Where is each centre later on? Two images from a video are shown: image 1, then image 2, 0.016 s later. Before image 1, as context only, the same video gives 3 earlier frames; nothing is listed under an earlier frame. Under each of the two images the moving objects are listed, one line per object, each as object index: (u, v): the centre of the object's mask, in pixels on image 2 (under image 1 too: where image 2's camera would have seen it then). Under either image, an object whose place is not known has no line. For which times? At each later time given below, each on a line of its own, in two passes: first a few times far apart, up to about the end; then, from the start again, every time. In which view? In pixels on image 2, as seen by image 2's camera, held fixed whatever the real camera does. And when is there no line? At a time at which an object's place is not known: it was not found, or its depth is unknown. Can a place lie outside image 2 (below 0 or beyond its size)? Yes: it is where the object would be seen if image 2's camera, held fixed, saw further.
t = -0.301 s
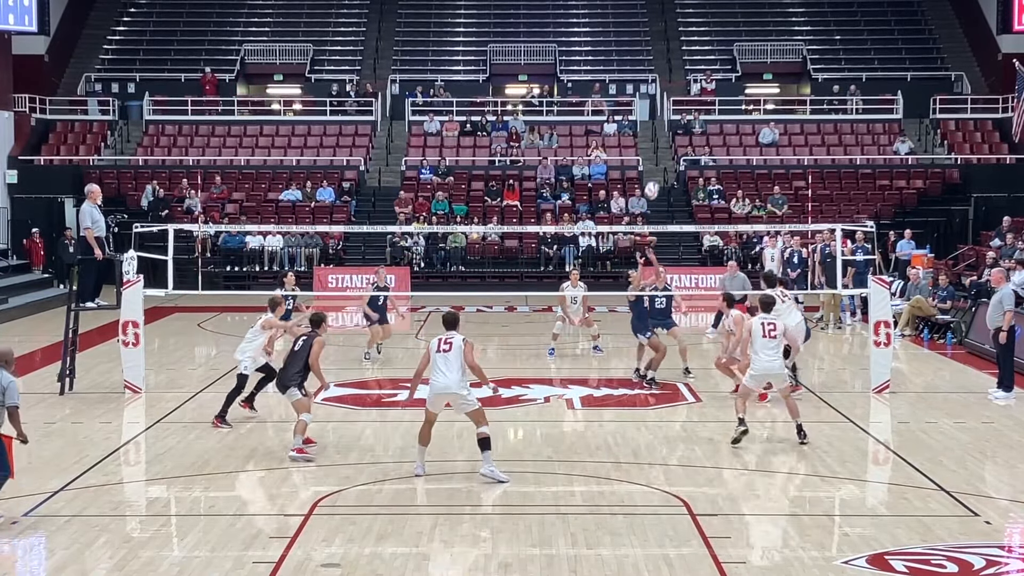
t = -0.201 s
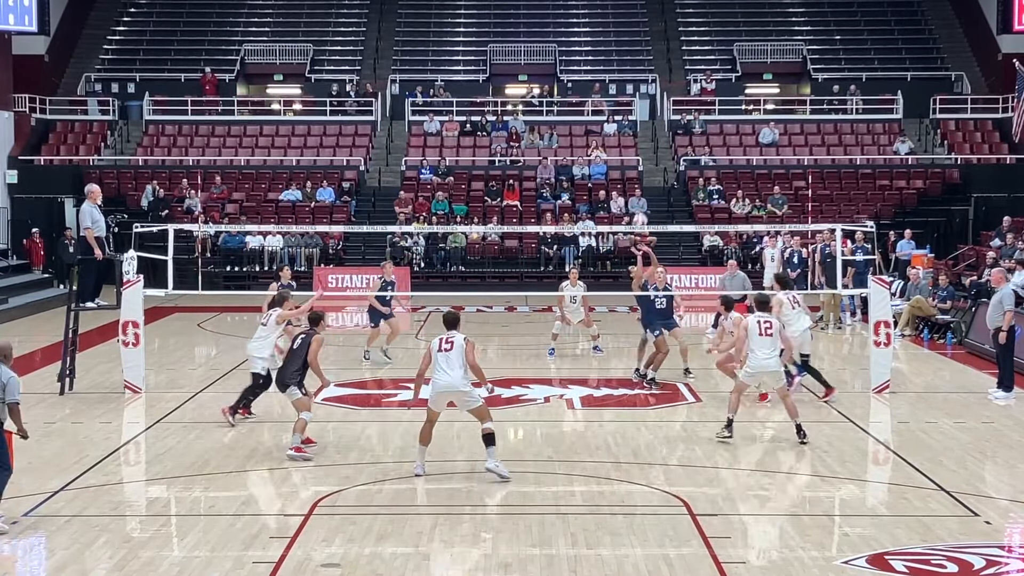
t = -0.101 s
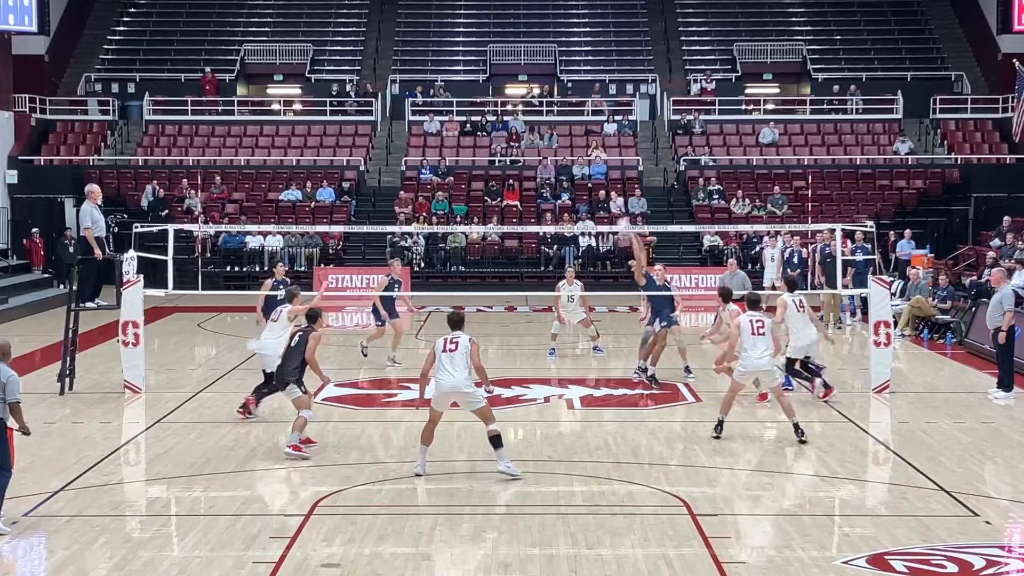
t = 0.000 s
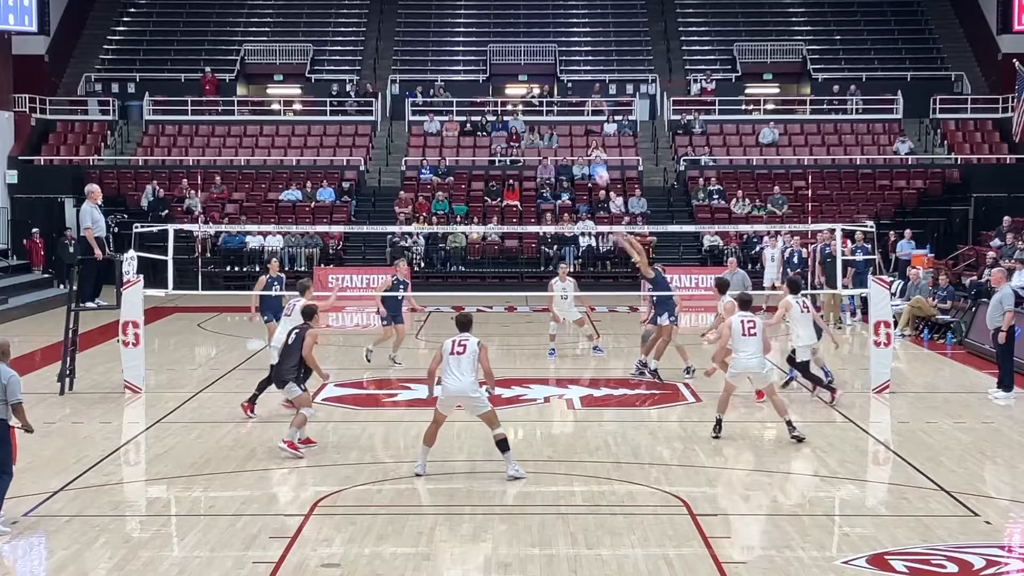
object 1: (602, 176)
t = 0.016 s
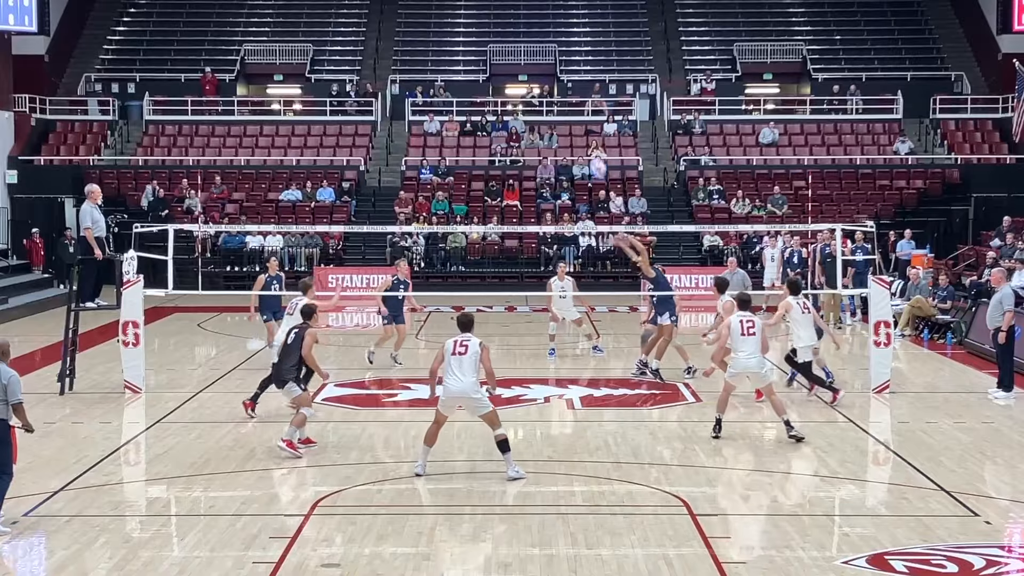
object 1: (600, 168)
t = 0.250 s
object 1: (547, 78)
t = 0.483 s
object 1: (499, 26)
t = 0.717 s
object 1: (452, 12)
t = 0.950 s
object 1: (407, 35)
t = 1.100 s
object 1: (379, 68)
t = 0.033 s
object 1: (595, 158)
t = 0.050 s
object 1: (589, 152)
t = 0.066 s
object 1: (586, 146)
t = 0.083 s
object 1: (582, 138)
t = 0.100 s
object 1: (579, 131)
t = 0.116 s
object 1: (576, 126)
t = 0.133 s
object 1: (572, 118)
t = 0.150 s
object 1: (568, 111)
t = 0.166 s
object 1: (565, 106)
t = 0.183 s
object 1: (561, 99)
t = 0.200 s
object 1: (558, 93)
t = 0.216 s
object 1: (554, 88)
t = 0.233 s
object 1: (551, 83)
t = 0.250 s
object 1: (547, 78)
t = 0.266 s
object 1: (544, 73)
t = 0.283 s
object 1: (541, 68)
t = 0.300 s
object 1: (538, 63)
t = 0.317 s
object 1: (534, 59)
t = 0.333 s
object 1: (530, 55)
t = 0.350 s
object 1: (527, 50)
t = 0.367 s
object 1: (524, 46)
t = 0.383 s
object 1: (520, 43)
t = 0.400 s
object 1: (516, 39)
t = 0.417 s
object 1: (513, 36)
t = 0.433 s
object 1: (509, 33)
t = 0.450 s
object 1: (506, 31)
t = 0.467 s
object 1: (503, 28)
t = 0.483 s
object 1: (499, 26)
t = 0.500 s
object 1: (496, 24)
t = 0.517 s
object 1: (492, 21)
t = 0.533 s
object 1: (489, 20)
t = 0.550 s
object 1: (486, 18)
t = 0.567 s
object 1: (482, 17)
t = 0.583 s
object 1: (479, 16)
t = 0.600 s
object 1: (476, 14)
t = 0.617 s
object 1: (472, 13)
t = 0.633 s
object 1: (468, 13)
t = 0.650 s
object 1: (465, 12)
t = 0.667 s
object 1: (462, 12)
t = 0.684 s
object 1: (459, 12)
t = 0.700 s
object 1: (455, 12)
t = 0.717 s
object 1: (452, 12)
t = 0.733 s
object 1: (449, 12)
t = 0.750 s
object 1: (446, 13)
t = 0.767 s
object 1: (442, 14)
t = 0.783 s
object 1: (439, 15)
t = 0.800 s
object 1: (435, 16)
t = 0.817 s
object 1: (433, 17)
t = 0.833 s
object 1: (429, 19)
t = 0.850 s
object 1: (426, 21)
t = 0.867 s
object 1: (423, 23)
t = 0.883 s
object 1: (420, 24)
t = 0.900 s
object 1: (416, 27)
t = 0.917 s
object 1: (413, 29)
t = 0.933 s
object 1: (410, 32)
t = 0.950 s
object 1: (407, 35)
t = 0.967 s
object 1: (404, 38)
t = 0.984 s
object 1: (401, 41)
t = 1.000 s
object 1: (398, 44)
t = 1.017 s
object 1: (395, 48)
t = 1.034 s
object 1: (391, 51)
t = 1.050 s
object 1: (388, 55)
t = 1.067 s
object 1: (385, 59)
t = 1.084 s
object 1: (382, 64)
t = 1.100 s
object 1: (379, 68)
